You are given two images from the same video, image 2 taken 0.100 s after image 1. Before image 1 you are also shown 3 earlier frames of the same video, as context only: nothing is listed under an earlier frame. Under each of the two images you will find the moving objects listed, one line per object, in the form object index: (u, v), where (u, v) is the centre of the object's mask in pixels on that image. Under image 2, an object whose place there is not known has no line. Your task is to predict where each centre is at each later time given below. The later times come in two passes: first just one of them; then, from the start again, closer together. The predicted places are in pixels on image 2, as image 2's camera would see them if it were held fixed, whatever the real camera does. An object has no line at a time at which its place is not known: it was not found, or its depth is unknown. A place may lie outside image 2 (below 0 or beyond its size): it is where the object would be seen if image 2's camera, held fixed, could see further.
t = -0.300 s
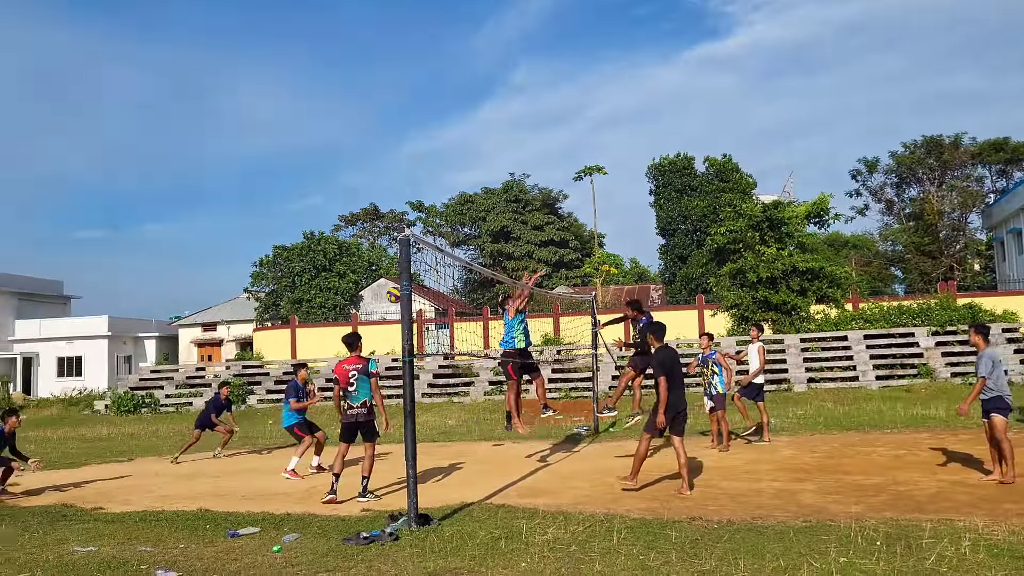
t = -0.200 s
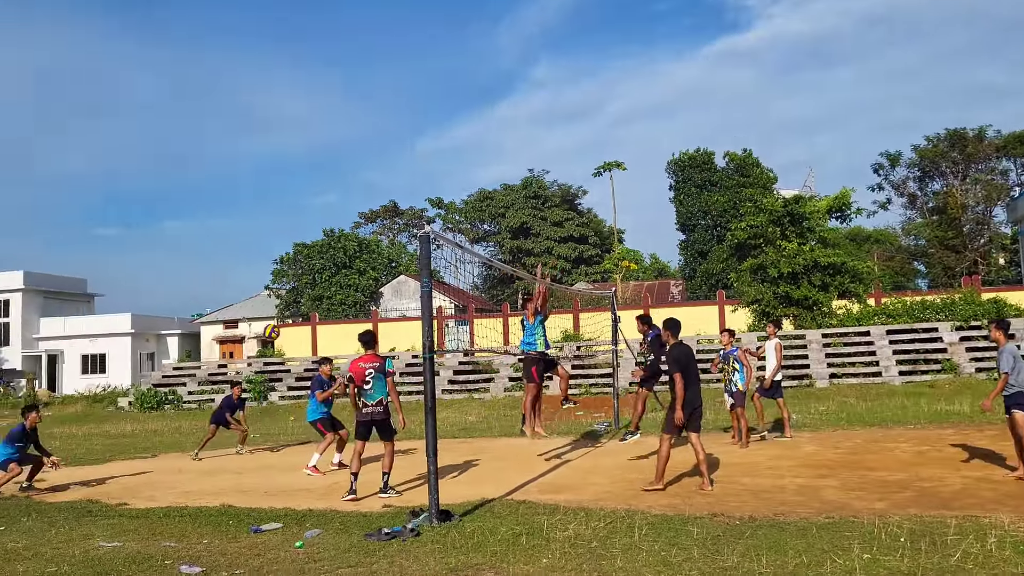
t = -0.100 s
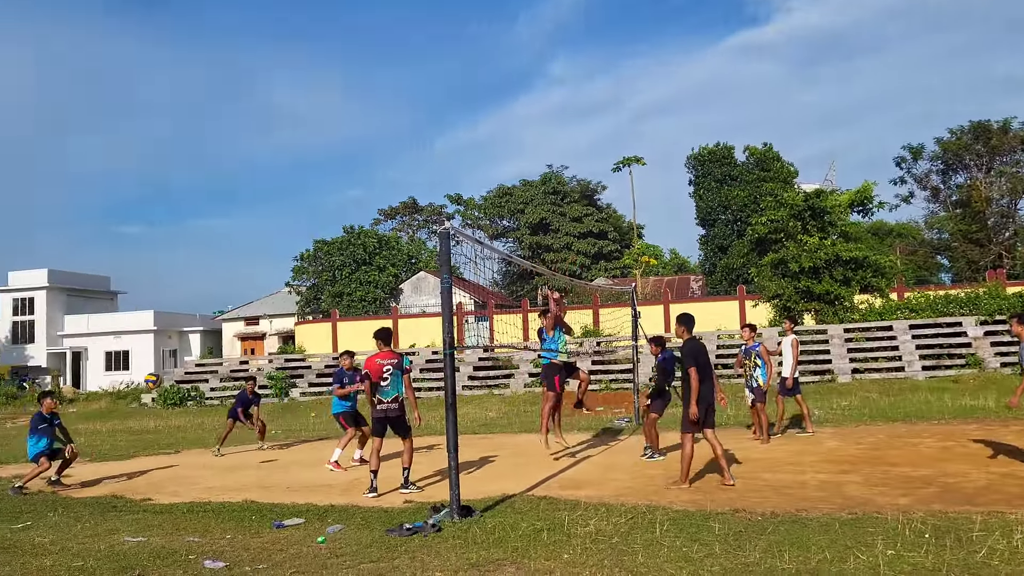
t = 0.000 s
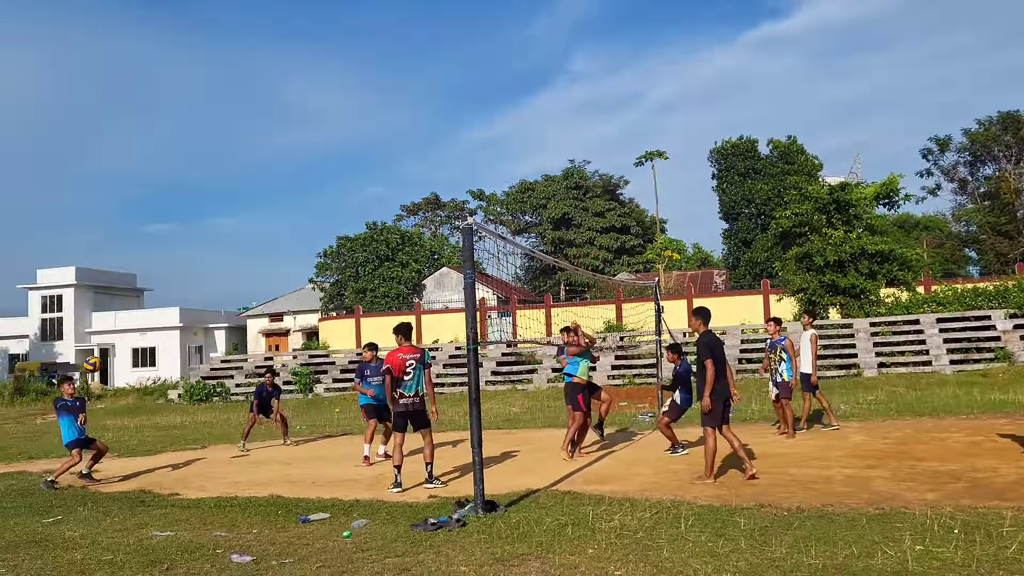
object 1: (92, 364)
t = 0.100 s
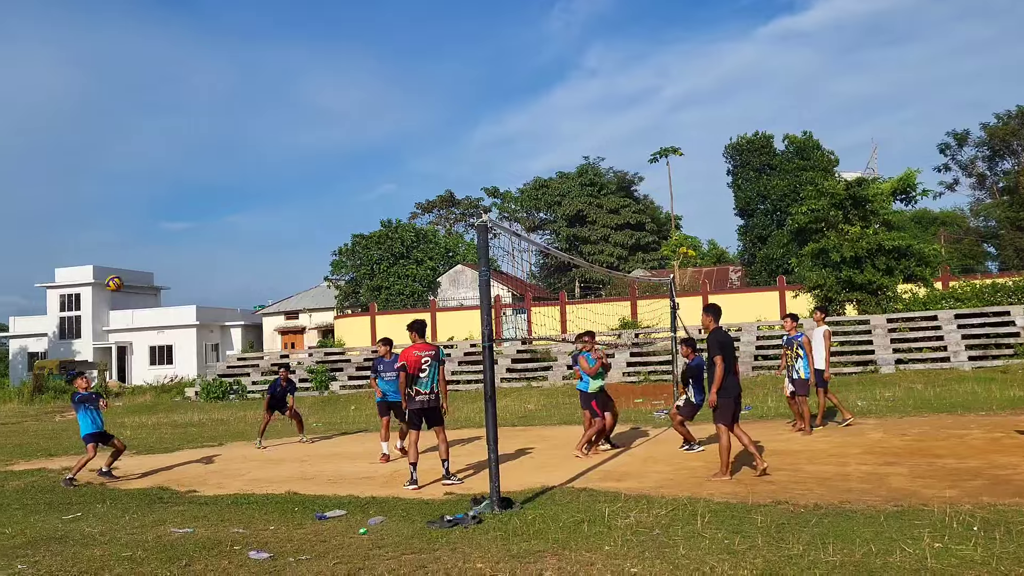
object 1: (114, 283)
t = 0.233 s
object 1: (118, 174)
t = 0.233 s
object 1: (118, 174)
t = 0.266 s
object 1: (118, 150)
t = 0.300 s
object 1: (118, 127)
